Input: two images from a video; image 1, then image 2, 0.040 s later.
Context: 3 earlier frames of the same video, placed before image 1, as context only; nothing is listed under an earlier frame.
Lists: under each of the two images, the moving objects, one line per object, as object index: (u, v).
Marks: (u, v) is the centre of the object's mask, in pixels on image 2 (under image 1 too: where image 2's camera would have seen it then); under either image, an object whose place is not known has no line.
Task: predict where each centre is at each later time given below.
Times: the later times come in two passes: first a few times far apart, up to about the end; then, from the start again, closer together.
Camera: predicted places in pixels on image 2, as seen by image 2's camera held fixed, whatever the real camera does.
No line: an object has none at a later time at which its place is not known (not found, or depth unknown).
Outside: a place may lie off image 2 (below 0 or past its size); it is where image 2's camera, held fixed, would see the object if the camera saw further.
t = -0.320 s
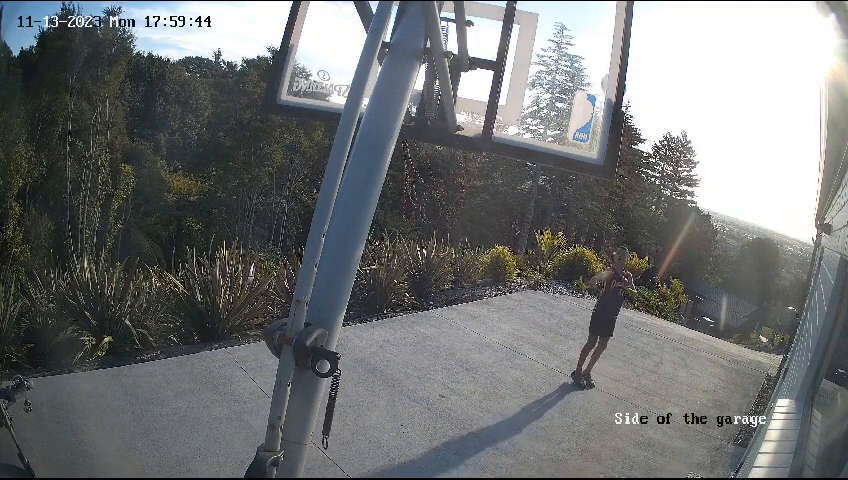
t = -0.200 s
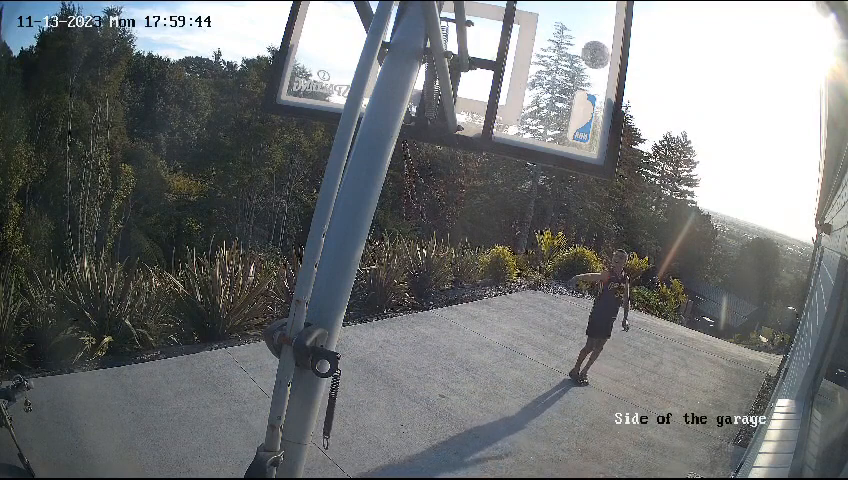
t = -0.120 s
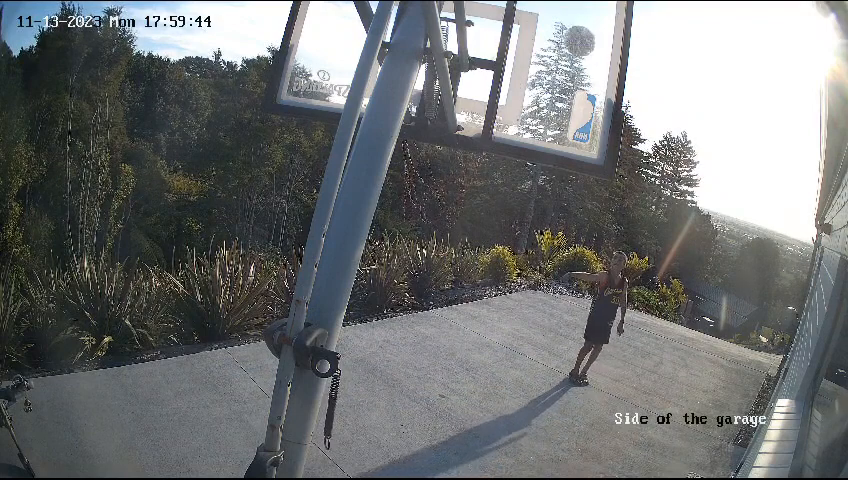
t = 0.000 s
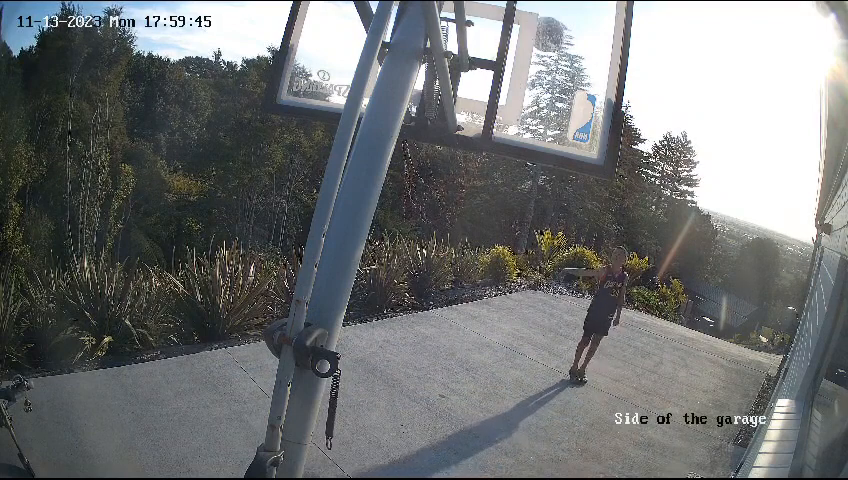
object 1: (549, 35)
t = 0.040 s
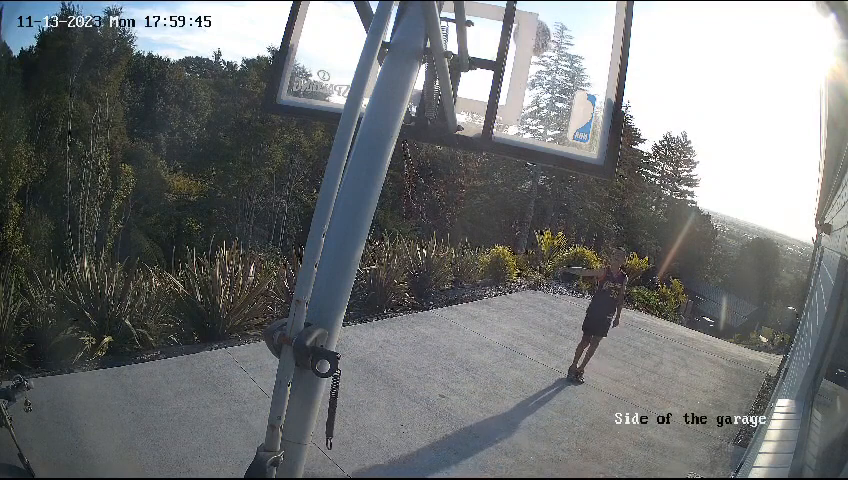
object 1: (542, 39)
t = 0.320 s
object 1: (432, 156)
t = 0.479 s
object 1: (463, 177)
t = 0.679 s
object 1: (448, 274)
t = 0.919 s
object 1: (410, 452)
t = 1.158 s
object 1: (409, 458)
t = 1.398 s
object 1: (430, 346)
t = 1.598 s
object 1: (435, 311)
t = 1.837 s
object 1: (420, 358)
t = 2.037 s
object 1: (396, 450)
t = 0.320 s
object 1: (432, 156)
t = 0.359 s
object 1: (452, 160)
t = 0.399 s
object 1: (459, 165)
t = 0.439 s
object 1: (461, 169)
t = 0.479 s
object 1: (463, 177)
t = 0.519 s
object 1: (461, 191)
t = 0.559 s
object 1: (459, 207)
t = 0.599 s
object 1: (456, 226)
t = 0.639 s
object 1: (453, 249)
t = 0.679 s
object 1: (448, 274)
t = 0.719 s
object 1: (443, 302)
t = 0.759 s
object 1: (436, 331)
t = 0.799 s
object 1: (430, 362)
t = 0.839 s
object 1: (424, 392)
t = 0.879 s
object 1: (417, 422)
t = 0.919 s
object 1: (410, 452)
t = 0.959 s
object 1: (404, 471)
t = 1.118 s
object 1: (403, 472)
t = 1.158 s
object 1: (409, 458)
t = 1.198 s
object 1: (414, 436)
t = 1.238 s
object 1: (418, 416)
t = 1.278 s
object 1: (421, 395)
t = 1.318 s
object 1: (425, 378)
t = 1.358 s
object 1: (428, 361)
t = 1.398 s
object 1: (430, 346)
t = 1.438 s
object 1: (432, 334)
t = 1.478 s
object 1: (434, 324)
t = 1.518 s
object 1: (435, 317)
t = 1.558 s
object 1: (435, 313)
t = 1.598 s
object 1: (435, 311)
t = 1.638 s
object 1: (434, 313)
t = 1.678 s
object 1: (432, 317)
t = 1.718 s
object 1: (430, 323)
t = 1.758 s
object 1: (427, 332)
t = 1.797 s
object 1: (424, 344)
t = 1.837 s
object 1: (420, 358)
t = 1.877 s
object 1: (416, 374)
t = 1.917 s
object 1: (411, 391)
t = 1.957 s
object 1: (406, 410)
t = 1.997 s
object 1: (401, 430)
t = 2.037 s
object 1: (396, 450)
